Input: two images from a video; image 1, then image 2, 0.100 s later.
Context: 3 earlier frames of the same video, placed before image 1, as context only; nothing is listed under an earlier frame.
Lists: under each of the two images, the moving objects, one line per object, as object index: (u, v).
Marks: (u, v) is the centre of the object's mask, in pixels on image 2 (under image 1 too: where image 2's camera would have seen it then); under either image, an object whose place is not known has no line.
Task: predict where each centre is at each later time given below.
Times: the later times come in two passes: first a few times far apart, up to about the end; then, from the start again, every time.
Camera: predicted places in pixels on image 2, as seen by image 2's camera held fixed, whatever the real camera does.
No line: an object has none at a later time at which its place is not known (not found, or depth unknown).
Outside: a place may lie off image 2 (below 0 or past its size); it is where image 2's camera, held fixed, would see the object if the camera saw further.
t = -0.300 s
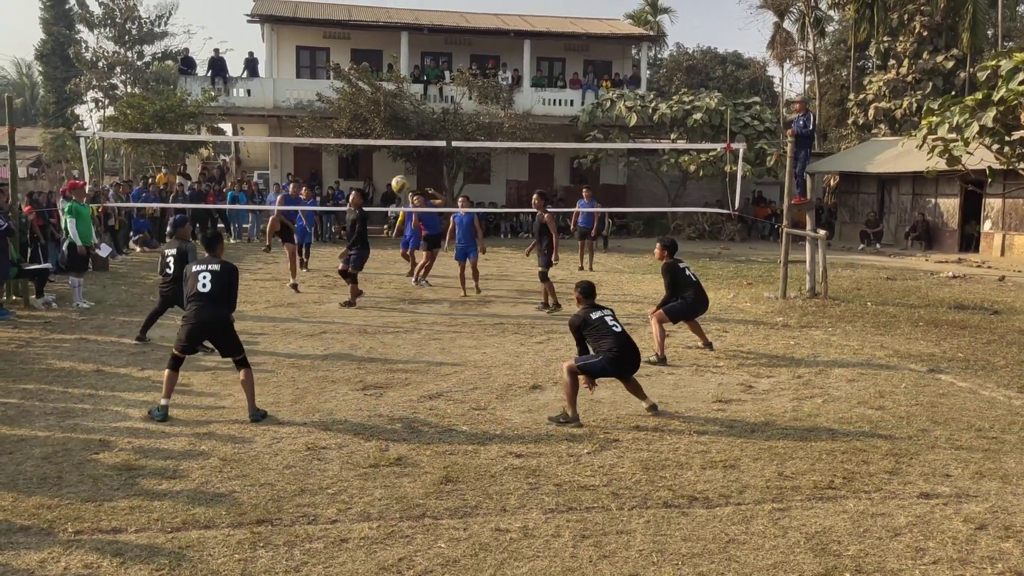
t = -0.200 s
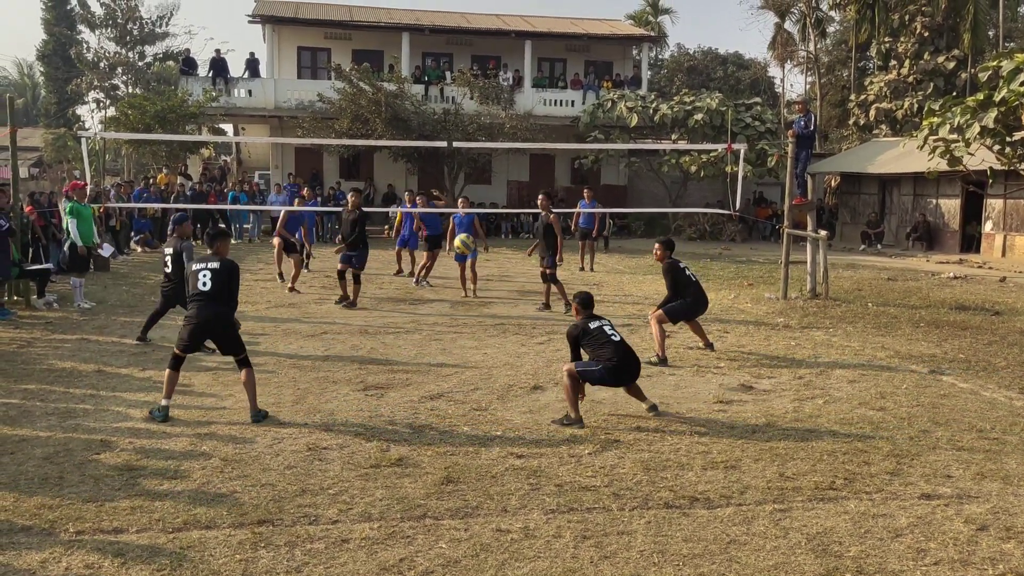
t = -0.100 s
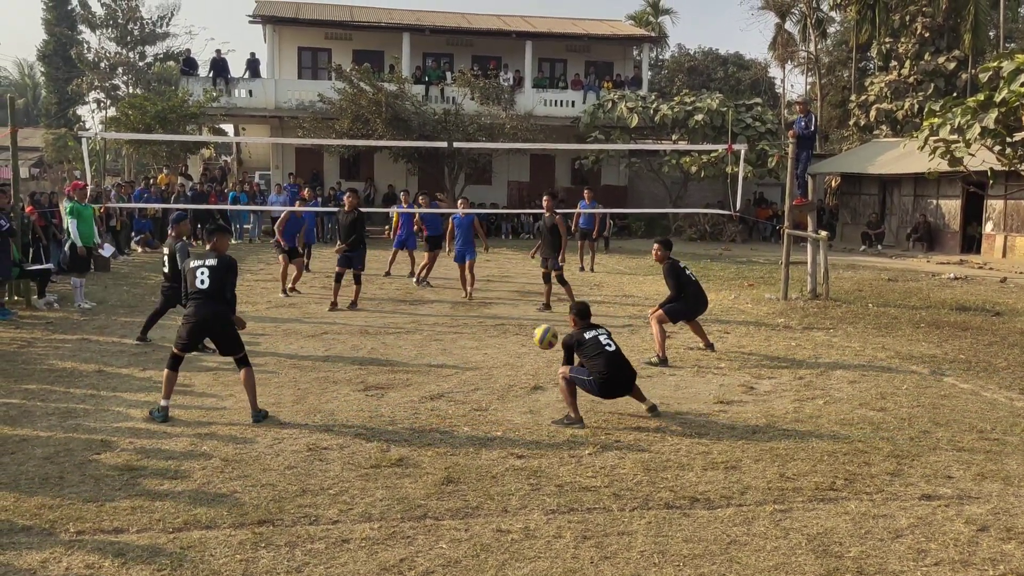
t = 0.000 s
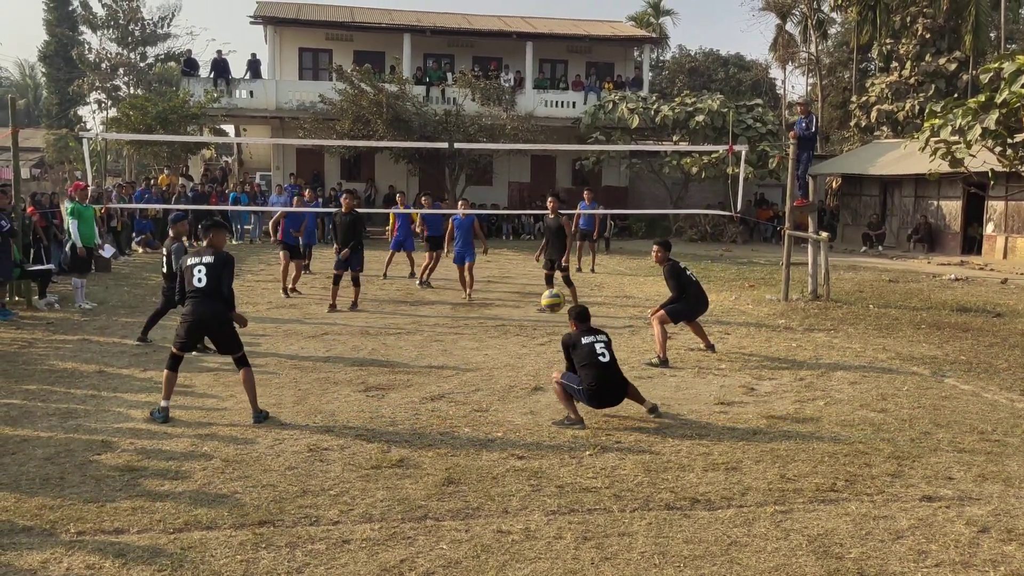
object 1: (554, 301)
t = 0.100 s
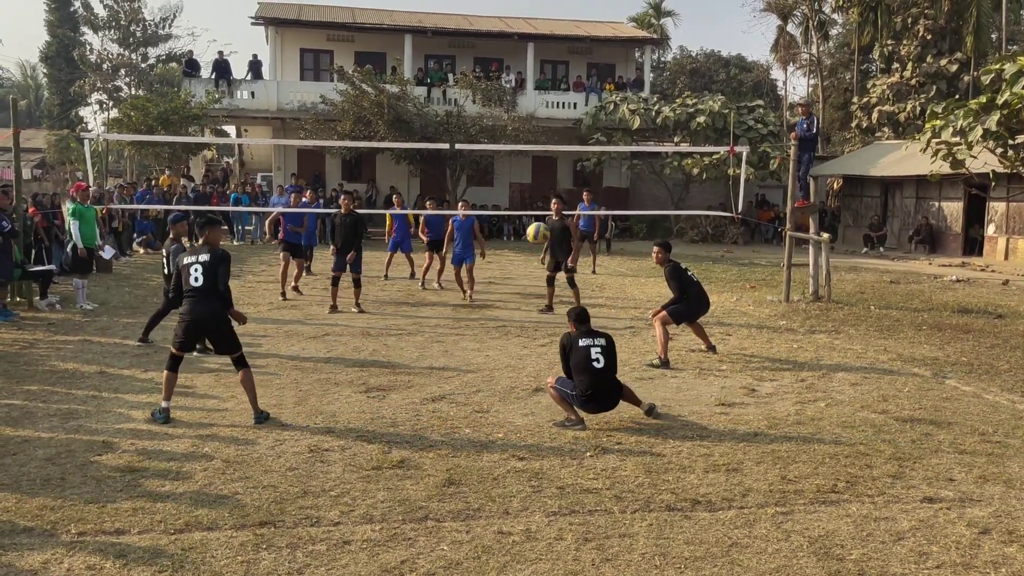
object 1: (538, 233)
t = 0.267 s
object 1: (514, 153)
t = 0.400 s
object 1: (497, 113)
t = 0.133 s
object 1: (533, 215)
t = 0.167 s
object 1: (528, 197)
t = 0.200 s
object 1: (523, 181)
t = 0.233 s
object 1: (518, 166)
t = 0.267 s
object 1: (514, 153)
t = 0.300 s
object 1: (509, 141)
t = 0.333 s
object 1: (504, 131)
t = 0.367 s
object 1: (500, 122)
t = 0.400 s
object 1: (497, 113)
